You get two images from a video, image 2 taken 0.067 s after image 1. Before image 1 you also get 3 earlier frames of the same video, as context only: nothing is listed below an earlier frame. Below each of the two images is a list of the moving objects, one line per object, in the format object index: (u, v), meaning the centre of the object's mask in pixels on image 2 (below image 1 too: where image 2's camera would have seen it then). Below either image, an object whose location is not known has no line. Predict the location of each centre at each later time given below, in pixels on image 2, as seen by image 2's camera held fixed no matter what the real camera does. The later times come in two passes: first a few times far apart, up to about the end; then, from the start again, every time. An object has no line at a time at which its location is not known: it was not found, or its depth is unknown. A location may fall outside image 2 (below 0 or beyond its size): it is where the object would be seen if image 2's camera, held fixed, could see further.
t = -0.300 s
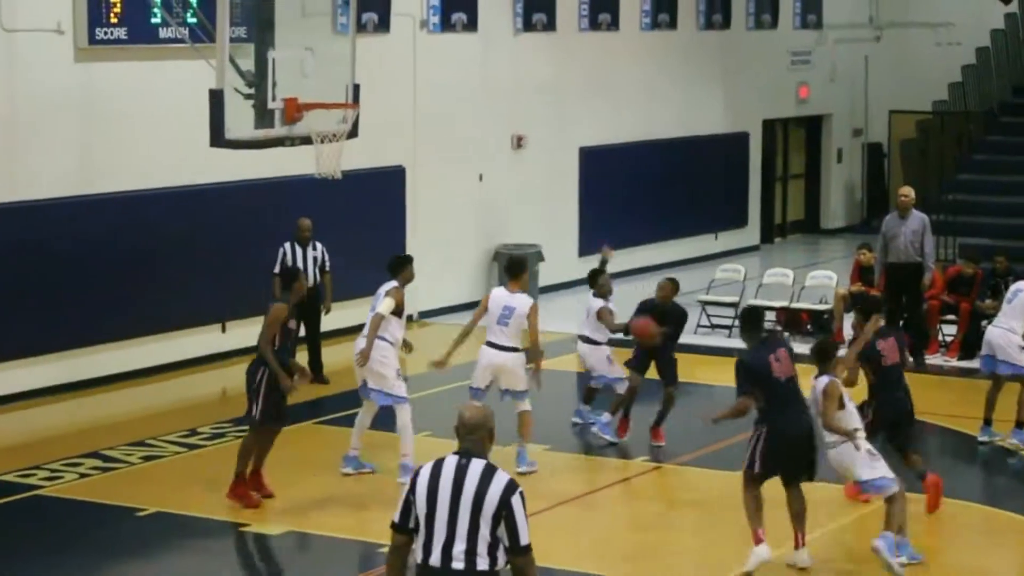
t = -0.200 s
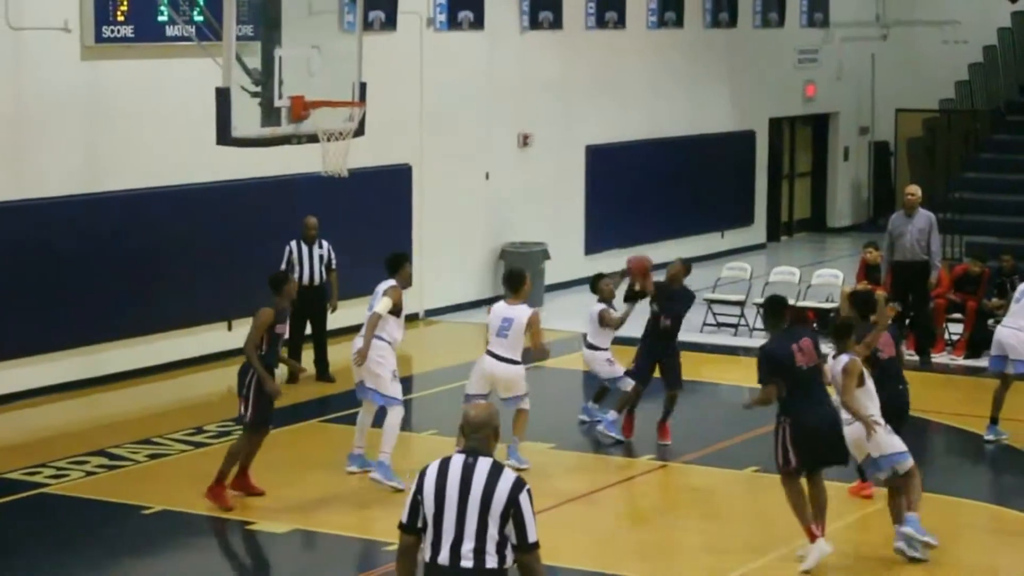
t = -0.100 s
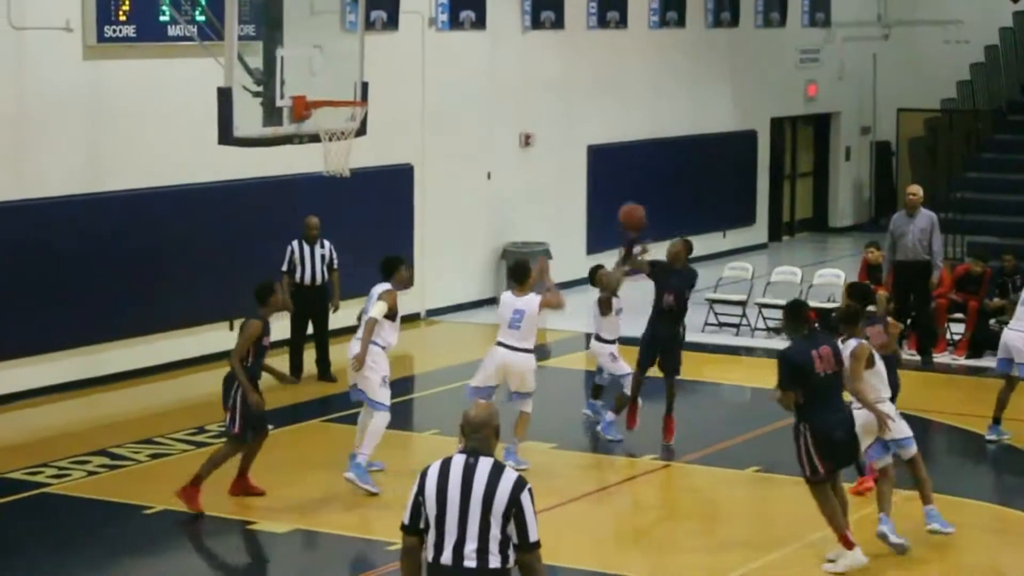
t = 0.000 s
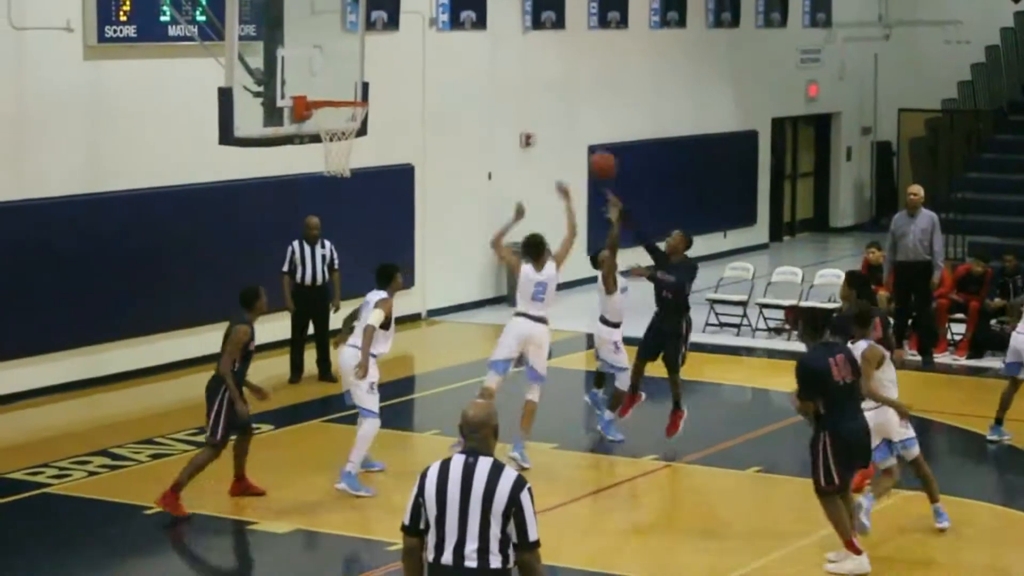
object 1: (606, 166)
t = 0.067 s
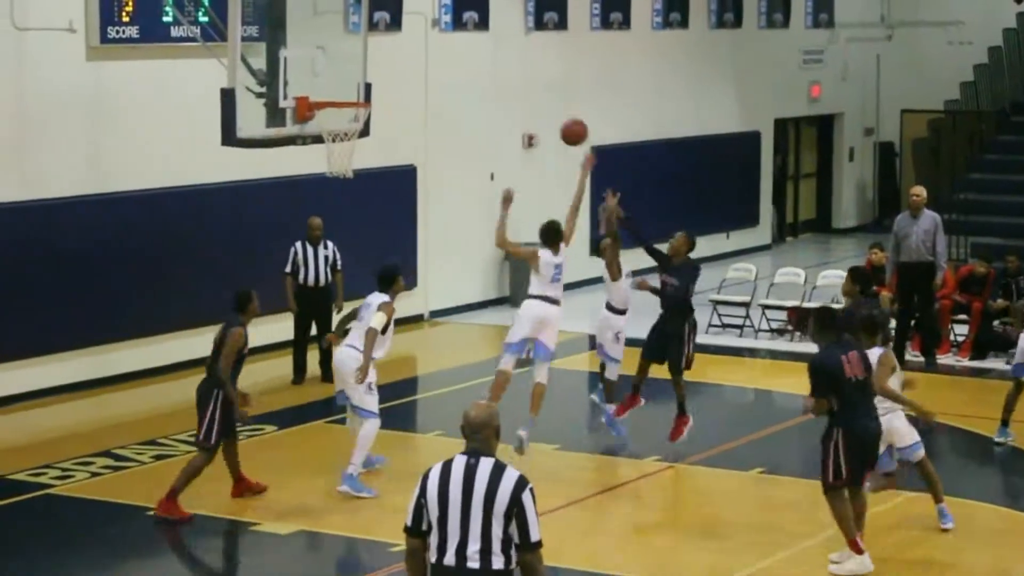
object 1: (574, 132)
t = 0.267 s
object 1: (481, 62)
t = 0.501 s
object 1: (369, 37)
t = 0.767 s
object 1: (366, 90)
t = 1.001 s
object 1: (371, 87)
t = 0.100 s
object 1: (558, 117)
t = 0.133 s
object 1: (543, 104)
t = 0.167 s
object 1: (529, 91)
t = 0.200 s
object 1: (512, 80)
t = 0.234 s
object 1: (498, 71)
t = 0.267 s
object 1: (481, 62)
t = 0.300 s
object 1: (465, 55)
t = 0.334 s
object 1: (449, 48)
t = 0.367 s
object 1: (434, 43)
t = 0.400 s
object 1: (418, 40)
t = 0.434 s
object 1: (401, 38)
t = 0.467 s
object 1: (386, 37)
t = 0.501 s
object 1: (369, 37)
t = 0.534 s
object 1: (354, 38)
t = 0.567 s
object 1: (341, 42)
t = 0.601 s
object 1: (345, 47)
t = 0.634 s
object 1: (350, 55)
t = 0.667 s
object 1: (354, 63)
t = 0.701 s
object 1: (359, 74)
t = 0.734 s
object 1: (363, 85)
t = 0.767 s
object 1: (366, 90)
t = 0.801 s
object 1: (366, 86)
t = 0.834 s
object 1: (367, 83)
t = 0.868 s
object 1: (368, 81)
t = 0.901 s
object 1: (368, 81)
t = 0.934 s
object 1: (369, 82)
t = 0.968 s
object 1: (369, 84)
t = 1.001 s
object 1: (371, 87)
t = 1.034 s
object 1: (371, 92)
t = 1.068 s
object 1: (372, 98)
